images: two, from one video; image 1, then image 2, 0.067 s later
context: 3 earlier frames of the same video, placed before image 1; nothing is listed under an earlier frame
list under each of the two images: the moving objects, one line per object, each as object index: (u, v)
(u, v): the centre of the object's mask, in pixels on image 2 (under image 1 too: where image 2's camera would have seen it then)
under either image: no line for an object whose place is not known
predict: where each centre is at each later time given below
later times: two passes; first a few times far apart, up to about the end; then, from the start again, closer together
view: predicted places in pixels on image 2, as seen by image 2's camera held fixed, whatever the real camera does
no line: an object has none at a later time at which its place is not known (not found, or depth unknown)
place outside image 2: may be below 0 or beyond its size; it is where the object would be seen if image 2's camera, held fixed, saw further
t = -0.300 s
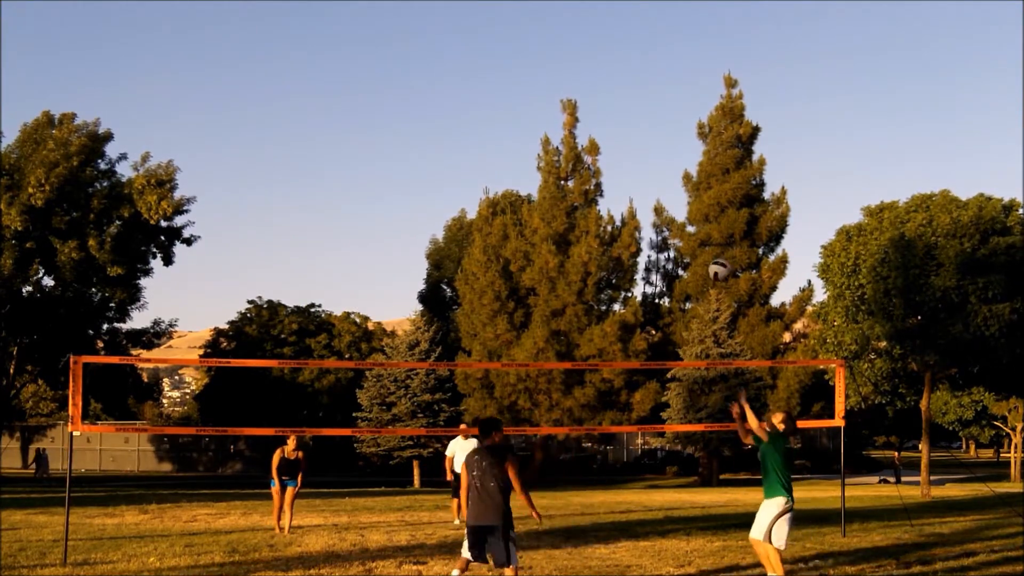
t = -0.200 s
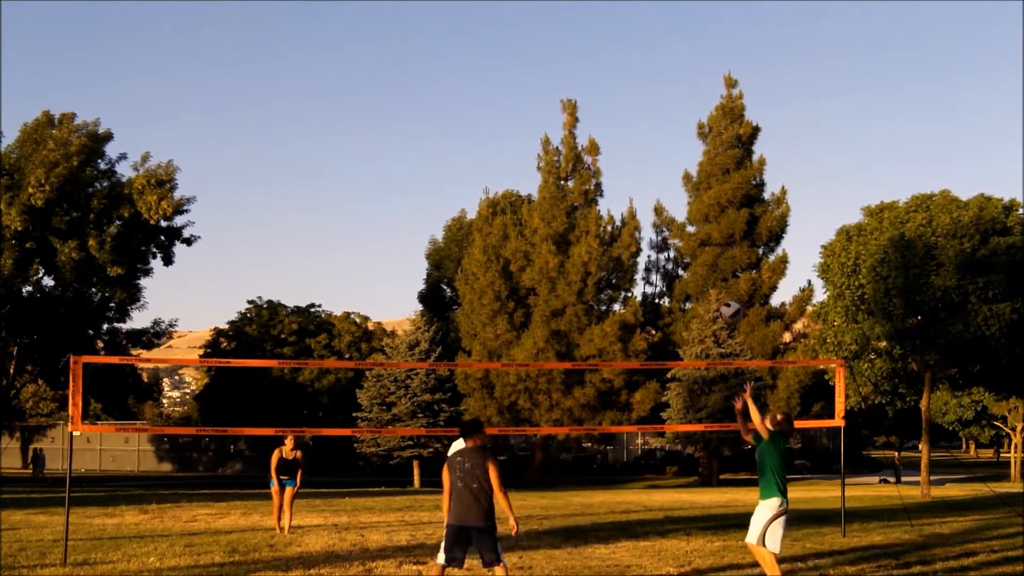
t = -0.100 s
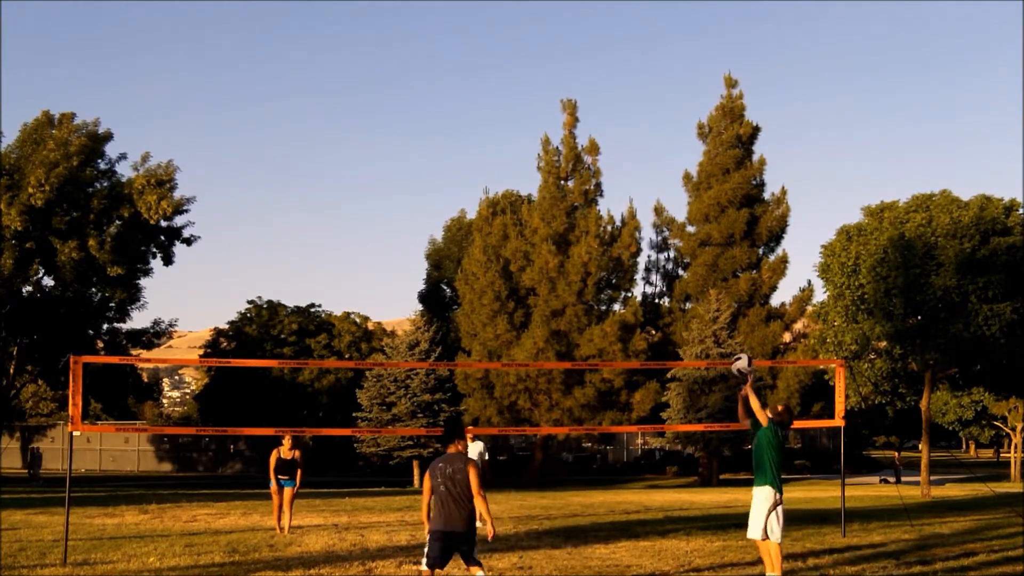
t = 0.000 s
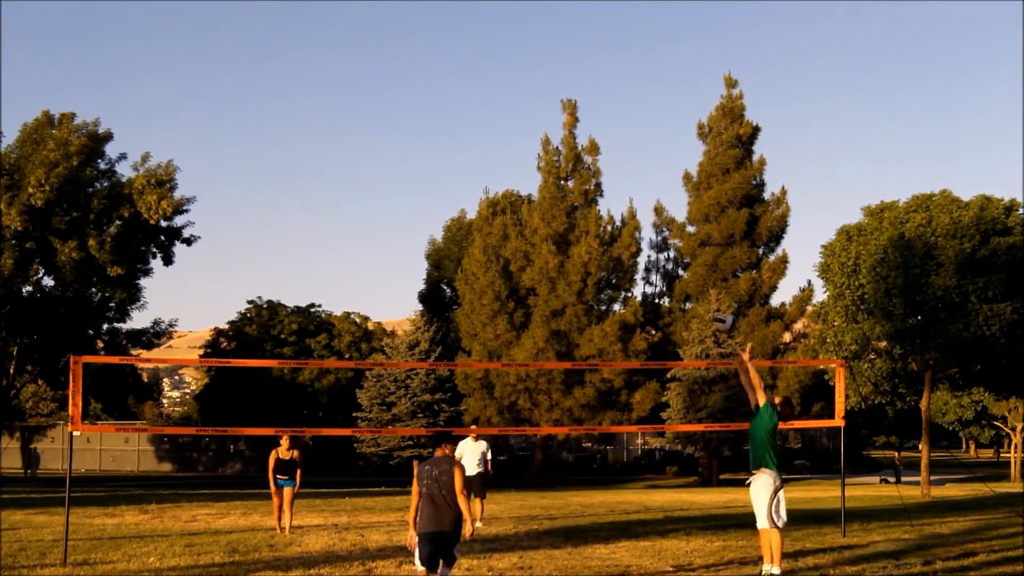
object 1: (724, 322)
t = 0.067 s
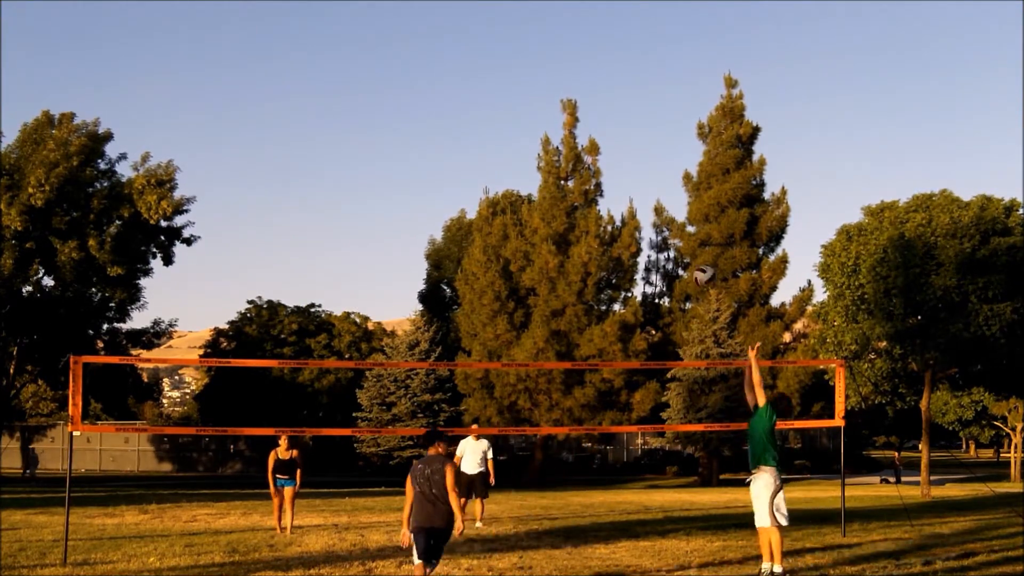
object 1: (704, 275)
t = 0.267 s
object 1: (646, 166)
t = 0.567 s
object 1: (565, 76)
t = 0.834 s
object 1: (499, 69)
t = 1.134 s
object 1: (430, 144)
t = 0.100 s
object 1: (694, 255)
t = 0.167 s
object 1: (675, 215)
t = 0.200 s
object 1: (665, 198)
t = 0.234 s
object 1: (656, 181)
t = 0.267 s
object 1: (646, 166)
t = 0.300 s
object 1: (637, 151)
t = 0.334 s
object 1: (627, 138)
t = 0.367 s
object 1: (618, 126)
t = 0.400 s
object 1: (609, 115)
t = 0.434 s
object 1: (600, 105)
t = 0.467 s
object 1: (591, 96)
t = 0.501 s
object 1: (582, 89)
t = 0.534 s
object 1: (574, 82)
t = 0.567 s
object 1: (565, 76)
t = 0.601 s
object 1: (557, 72)
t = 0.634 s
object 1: (548, 68)
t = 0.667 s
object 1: (540, 65)
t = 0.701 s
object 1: (531, 64)
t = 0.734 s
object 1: (523, 64)
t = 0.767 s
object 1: (515, 65)
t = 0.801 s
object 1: (507, 66)
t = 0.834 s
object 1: (499, 69)
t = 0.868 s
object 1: (491, 73)
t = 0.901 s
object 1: (483, 79)
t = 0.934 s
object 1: (475, 85)
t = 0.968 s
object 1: (467, 92)
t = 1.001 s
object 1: (460, 100)
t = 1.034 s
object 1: (452, 110)
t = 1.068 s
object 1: (445, 120)
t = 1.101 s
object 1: (438, 131)
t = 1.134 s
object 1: (430, 144)
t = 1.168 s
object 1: (423, 157)
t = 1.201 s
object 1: (416, 172)
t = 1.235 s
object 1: (409, 187)
